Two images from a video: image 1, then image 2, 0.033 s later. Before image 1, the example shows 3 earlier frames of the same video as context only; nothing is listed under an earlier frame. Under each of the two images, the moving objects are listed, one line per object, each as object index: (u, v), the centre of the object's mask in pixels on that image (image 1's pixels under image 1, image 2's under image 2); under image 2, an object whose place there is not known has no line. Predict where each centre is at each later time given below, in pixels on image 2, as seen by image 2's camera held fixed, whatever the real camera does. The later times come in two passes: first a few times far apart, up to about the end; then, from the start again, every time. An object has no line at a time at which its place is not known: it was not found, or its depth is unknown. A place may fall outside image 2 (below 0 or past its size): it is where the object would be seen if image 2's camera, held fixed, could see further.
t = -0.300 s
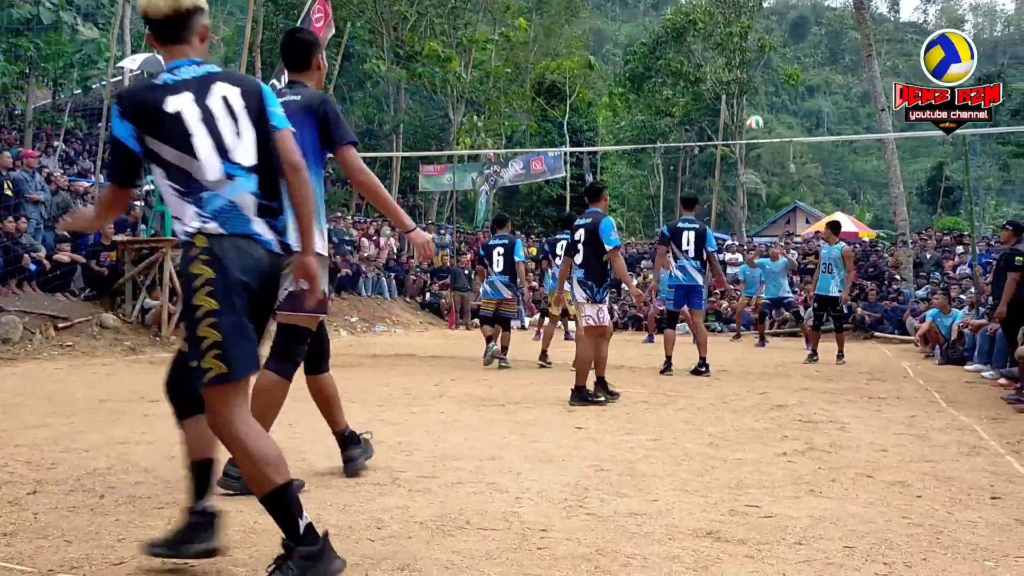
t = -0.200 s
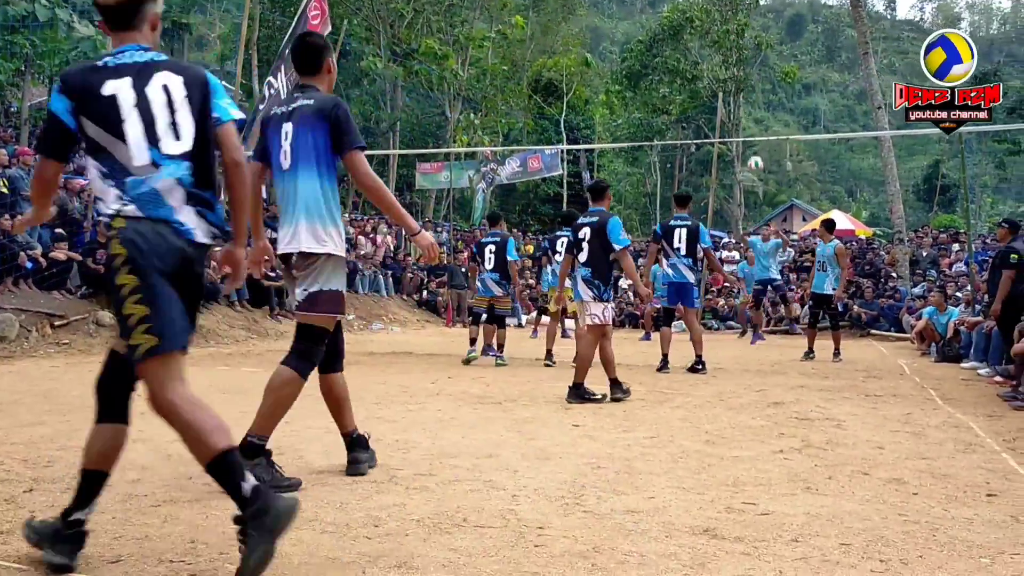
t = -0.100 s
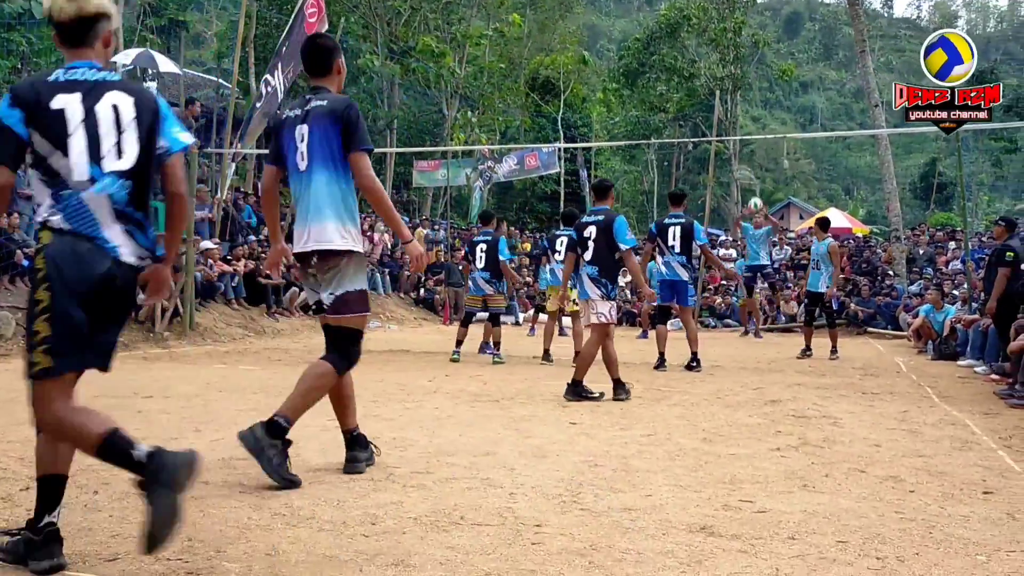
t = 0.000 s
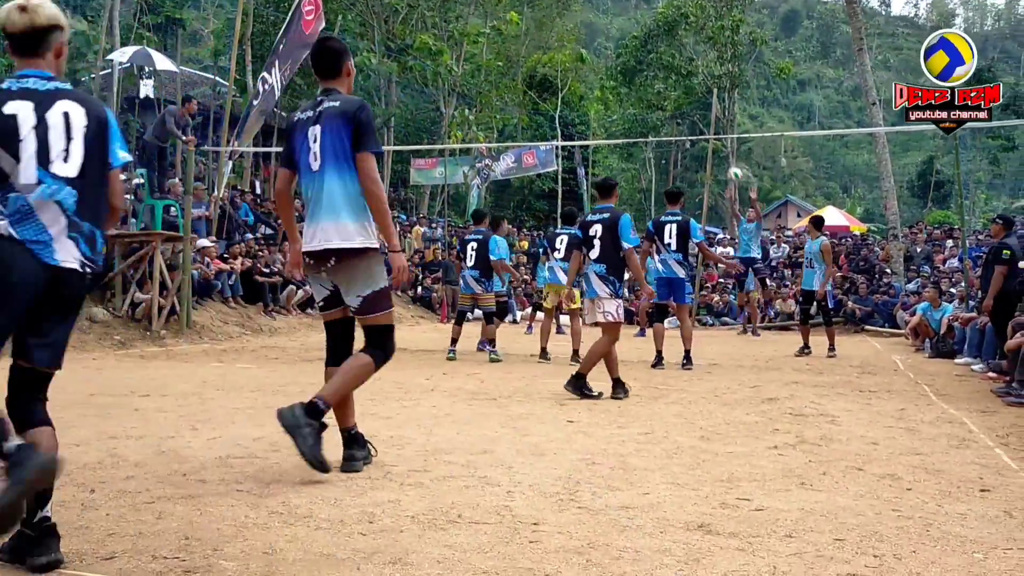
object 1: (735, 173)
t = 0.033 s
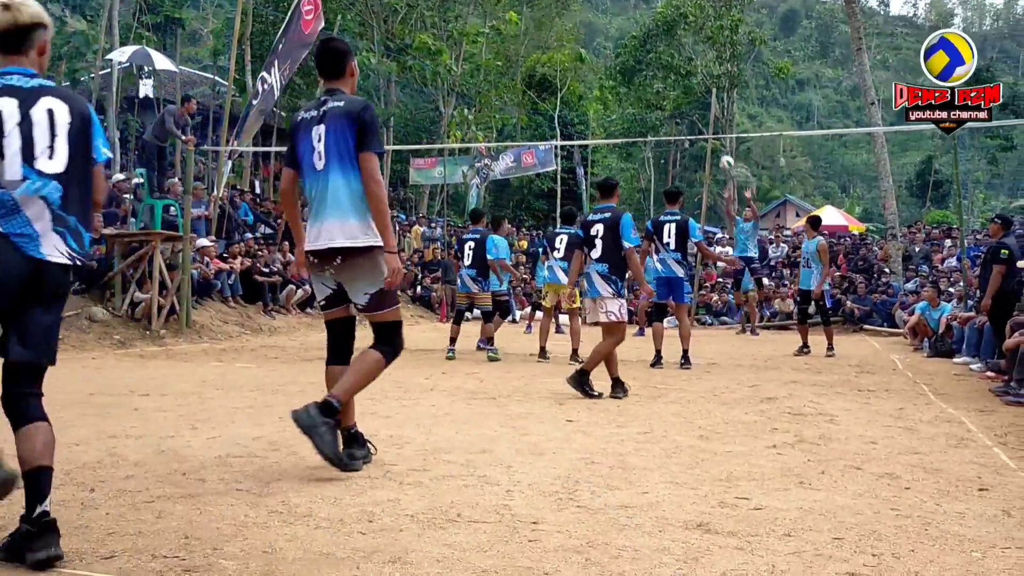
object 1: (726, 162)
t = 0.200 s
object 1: (690, 117)
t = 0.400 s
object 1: (645, 82)
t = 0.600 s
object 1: (597, 75)
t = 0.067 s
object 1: (719, 152)
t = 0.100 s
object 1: (713, 143)
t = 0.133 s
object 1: (705, 133)
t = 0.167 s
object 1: (698, 125)
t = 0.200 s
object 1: (690, 117)
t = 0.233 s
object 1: (683, 110)
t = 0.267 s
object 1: (676, 103)
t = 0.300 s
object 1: (668, 97)
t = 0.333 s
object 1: (661, 90)
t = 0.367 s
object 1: (653, 86)
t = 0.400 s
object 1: (645, 82)
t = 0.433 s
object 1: (637, 79)
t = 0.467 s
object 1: (629, 77)
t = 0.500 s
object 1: (621, 74)
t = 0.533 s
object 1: (613, 74)
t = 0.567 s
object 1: (605, 74)
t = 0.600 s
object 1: (597, 75)
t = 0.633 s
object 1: (589, 77)
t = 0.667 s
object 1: (580, 79)
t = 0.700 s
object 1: (571, 83)
